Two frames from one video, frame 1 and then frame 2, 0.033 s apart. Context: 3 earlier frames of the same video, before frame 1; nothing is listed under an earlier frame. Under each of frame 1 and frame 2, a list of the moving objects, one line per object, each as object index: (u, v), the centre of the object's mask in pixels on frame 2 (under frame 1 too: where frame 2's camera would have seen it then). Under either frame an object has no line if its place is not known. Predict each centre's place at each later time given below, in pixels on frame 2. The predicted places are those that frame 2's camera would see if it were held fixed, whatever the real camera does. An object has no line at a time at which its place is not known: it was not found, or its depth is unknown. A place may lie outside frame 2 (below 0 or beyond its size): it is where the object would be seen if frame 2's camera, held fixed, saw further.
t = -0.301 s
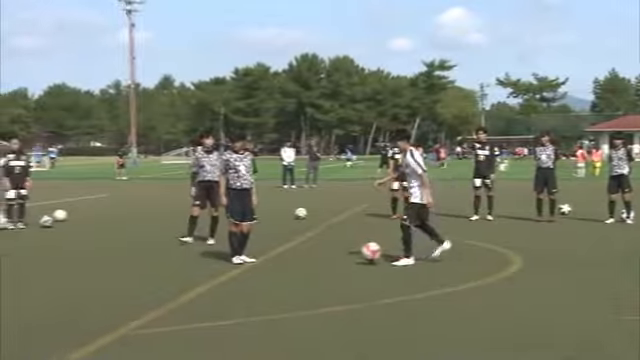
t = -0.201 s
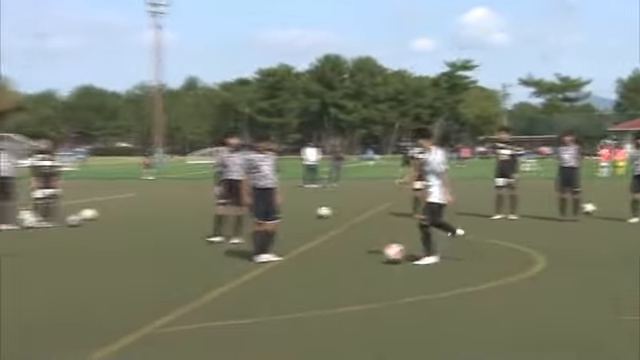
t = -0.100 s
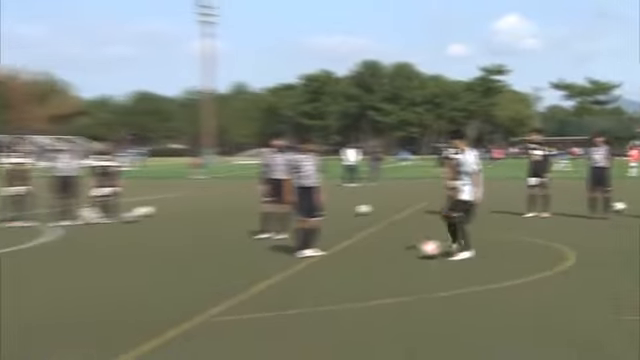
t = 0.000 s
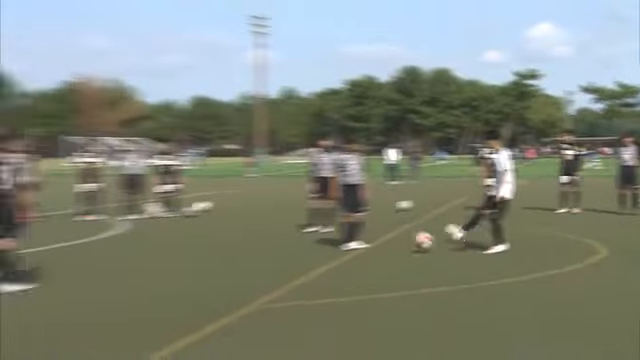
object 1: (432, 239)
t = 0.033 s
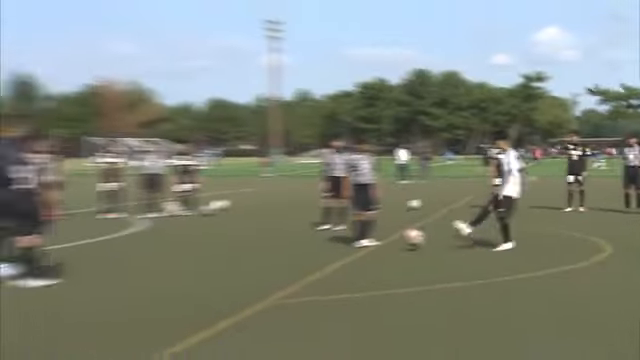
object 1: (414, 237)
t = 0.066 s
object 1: (394, 238)
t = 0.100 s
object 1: (377, 239)
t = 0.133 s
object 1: (354, 242)
